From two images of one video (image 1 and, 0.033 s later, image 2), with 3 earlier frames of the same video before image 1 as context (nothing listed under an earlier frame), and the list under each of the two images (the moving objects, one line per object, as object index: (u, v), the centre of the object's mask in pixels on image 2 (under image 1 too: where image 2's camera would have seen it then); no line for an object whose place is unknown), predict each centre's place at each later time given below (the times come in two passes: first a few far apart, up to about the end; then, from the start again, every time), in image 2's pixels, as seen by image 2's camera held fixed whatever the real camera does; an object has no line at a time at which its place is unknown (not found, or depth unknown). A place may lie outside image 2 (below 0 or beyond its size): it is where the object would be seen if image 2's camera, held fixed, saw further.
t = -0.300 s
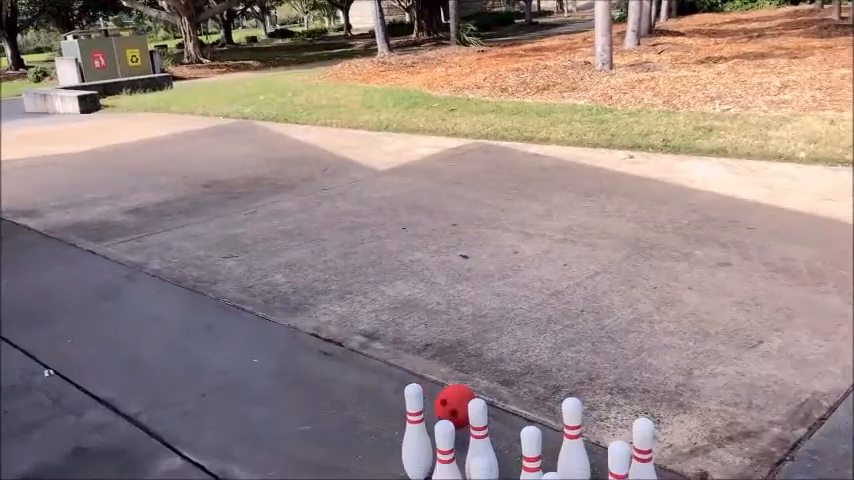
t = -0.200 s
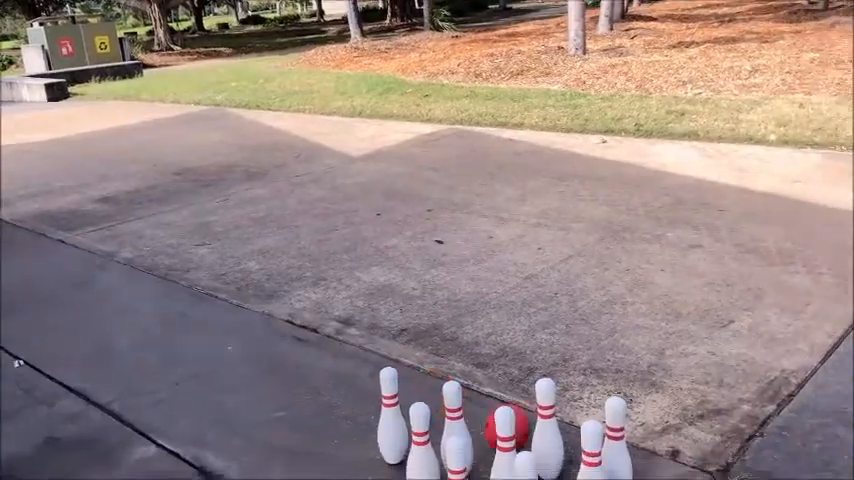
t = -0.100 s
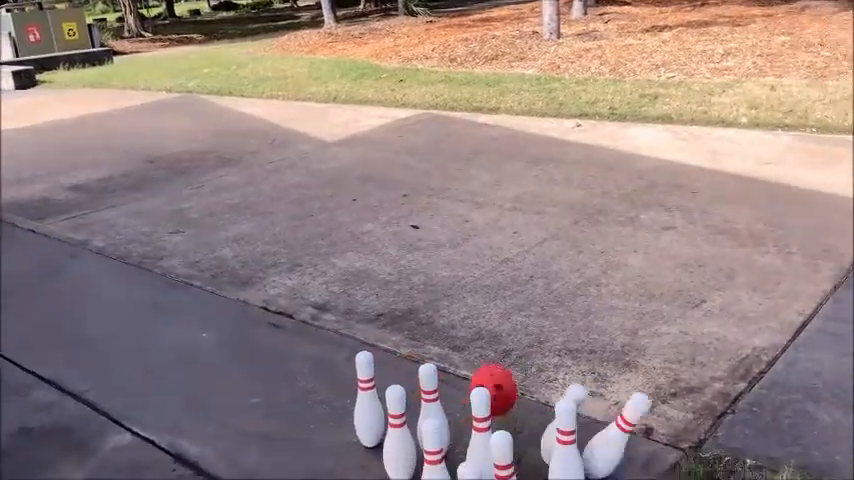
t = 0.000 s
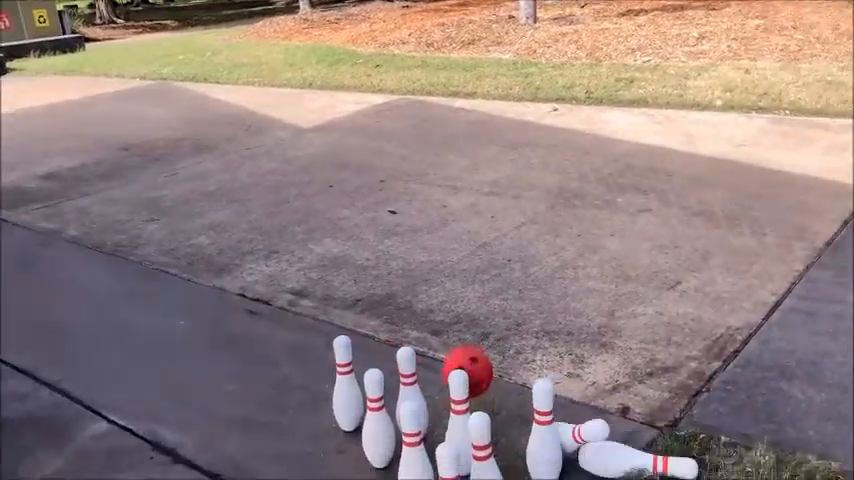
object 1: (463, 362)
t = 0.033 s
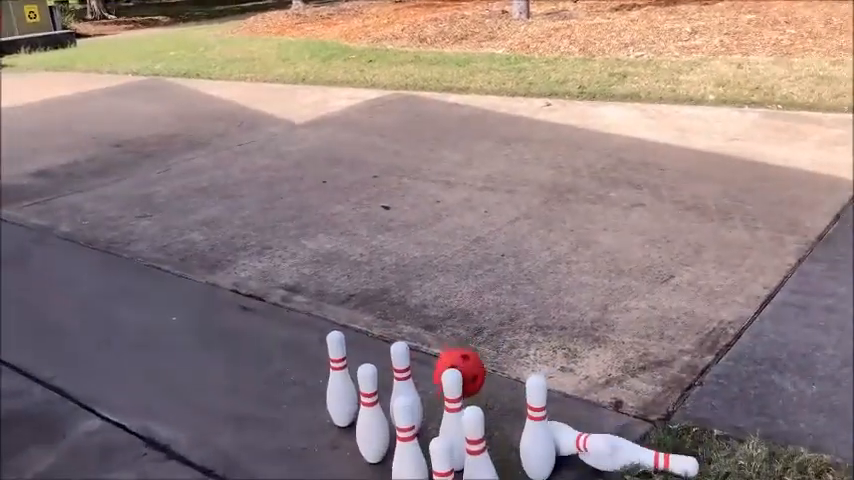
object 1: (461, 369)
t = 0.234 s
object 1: (450, 425)
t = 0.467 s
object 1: (444, 406)
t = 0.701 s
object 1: (448, 395)
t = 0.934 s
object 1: (440, 386)
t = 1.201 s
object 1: (434, 371)
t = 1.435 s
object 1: (446, 360)
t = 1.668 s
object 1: (446, 351)
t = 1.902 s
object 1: (441, 343)
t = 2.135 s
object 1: (446, 335)
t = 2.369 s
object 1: (447, 331)
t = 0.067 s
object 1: (462, 379)
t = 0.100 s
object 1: (463, 389)
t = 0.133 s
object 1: (457, 395)
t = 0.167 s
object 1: (450, 408)
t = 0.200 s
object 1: (450, 425)
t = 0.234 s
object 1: (450, 425)
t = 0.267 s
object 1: (450, 417)
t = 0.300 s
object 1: (448, 408)
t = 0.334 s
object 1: (447, 405)
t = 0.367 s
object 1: (446, 405)
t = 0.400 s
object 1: (445, 407)
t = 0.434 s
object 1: (444, 411)
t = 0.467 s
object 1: (444, 406)
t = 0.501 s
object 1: (445, 401)
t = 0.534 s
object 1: (445, 401)
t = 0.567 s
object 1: (446, 401)
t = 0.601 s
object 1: (447, 398)
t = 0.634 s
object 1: (448, 397)
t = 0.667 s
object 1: (448, 395)
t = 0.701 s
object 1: (448, 395)
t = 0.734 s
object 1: (447, 393)
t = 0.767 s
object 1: (447, 392)
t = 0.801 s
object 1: (447, 391)
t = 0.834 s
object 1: (446, 391)
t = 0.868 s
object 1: (444, 389)
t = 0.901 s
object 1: (442, 388)
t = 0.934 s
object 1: (440, 386)
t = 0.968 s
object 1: (438, 385)
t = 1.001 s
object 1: (436, 381)
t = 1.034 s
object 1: (436, 381)
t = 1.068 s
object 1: (435, 379)
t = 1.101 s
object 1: (434, 377)
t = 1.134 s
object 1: (434, 376)
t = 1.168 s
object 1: (434, 373)
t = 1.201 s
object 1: (434, 371)
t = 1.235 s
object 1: (435, 370)
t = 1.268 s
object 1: (436, 368)
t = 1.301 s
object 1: (437, 367)
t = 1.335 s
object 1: (441, 366)
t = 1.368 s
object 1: (442, 363)
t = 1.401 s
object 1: (445, 361)
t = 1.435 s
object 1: (446, 360)
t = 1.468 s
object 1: (447, 359)
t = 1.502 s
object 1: (447, 357)
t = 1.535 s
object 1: (448, 356)
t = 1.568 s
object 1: (448, 355)
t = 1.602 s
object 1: (448, 353)
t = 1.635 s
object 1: (446, 352)
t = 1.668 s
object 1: (446, 351)
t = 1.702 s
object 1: (444, 350)
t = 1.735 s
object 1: (444, 349)
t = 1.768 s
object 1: (442, 348)
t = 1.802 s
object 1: (442, 347)
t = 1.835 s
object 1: (441, 345)
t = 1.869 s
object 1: (441, 344)
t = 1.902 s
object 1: (441, 343)
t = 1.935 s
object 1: (442, 342)
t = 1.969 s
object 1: (443, 341)
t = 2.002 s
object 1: (444, 339)
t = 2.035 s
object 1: (444, 339)
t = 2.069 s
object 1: (444, 337)
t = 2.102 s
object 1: (445, 336)
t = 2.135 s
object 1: (446, 335)
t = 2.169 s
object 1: (446, 335)
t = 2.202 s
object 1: (447, 334)
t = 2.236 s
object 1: (447, 333)
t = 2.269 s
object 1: (447, 332)
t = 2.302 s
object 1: (447, 332)
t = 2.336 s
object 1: (447, 331)
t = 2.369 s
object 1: (447, 331)
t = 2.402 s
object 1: (446, 329)
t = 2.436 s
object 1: (446, 329)
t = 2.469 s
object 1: (446, 328)
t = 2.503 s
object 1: (446, 326)
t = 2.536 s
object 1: (446, 325)
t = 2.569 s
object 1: (446, 325)
